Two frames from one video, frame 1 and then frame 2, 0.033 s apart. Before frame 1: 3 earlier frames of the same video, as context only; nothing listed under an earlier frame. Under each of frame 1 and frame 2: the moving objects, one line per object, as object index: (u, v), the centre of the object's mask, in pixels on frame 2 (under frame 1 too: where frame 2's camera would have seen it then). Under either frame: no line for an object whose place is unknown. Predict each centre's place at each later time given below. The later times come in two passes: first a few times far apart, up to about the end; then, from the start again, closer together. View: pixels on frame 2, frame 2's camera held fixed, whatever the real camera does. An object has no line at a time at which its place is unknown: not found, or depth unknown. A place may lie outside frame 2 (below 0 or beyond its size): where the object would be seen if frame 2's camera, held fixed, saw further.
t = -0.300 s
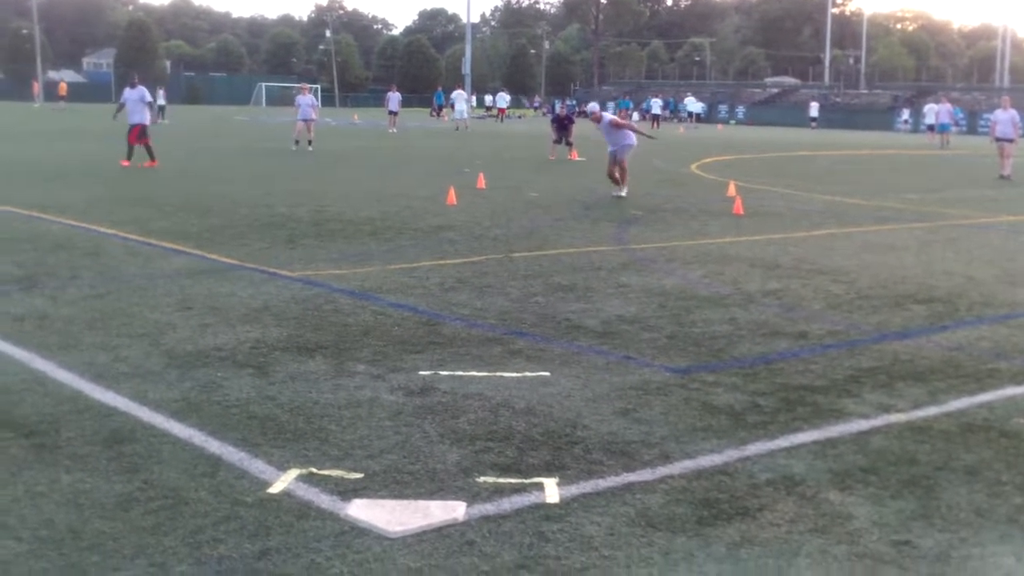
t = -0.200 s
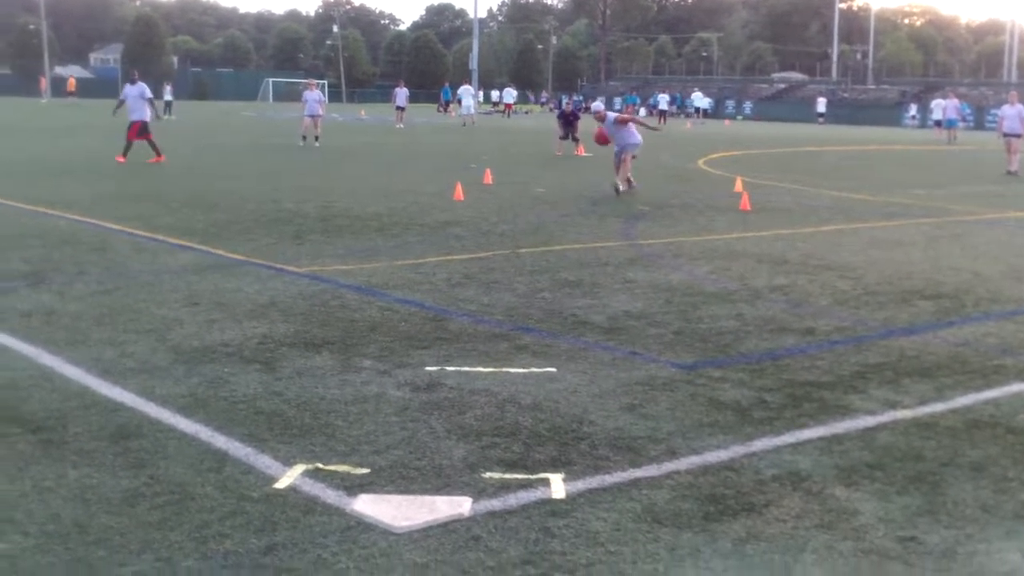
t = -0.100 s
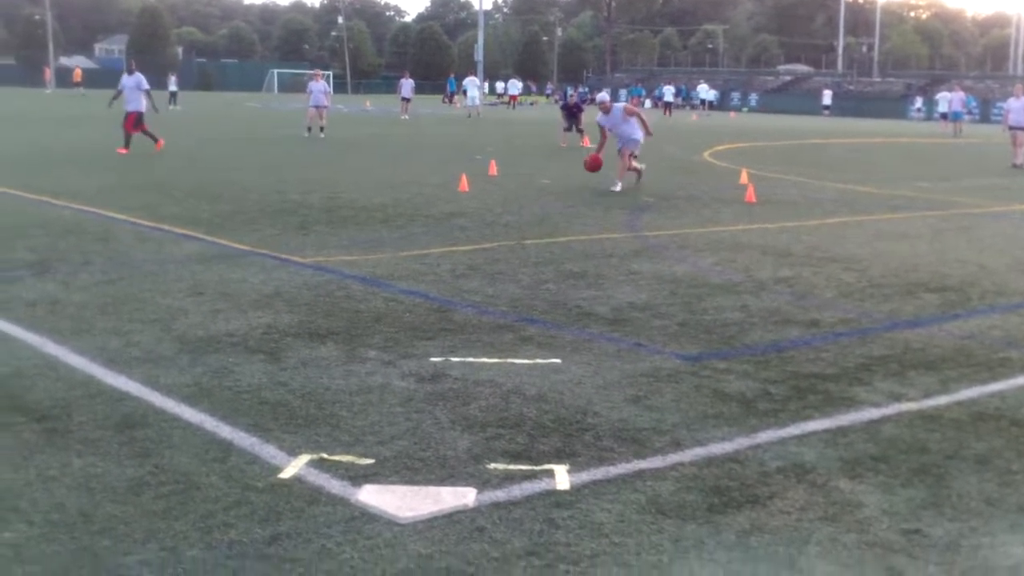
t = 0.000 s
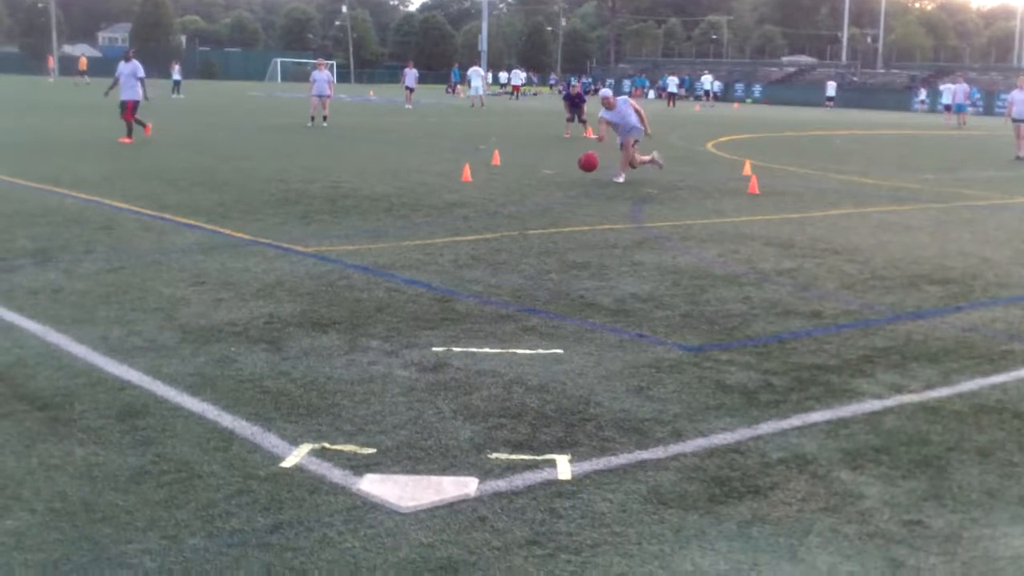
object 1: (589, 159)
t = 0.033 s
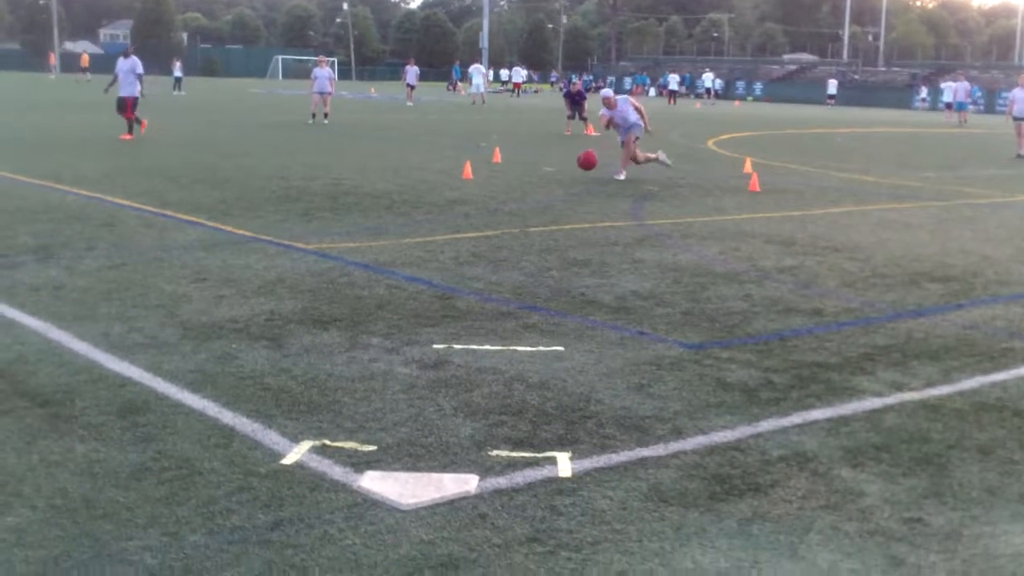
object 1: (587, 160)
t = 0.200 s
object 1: (576, 182)
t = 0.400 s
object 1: (562, 198)
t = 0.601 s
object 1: (549, 219)
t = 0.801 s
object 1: (531, 282)
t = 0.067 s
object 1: (586, 161)
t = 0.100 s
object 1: (584, 164)
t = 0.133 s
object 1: (582, 169)
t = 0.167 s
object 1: (580, 175)
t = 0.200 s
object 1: (576, 182)
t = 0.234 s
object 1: (572, 192)
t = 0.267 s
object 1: (569, 204)
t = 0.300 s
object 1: (566, 207)
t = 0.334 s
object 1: (566, 203)
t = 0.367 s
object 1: (564, 200)
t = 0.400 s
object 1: (562, 198)
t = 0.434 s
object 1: (562, 197)
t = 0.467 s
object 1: (560, 198)
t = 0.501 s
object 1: (558, 200)
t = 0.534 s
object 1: (556, 204)
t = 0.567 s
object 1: (553, 210)
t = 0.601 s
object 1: (549, 219)
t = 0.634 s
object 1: (546, 229)
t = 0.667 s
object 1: (543, 241)
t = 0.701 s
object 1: (539, 254)
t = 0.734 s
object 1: (536, 269)
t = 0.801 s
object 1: (531, 282)
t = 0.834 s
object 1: (530, 278)
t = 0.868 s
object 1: (528, 276)
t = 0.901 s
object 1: (525, 274)
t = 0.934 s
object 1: (523, 274)
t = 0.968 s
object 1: (519, 280)
